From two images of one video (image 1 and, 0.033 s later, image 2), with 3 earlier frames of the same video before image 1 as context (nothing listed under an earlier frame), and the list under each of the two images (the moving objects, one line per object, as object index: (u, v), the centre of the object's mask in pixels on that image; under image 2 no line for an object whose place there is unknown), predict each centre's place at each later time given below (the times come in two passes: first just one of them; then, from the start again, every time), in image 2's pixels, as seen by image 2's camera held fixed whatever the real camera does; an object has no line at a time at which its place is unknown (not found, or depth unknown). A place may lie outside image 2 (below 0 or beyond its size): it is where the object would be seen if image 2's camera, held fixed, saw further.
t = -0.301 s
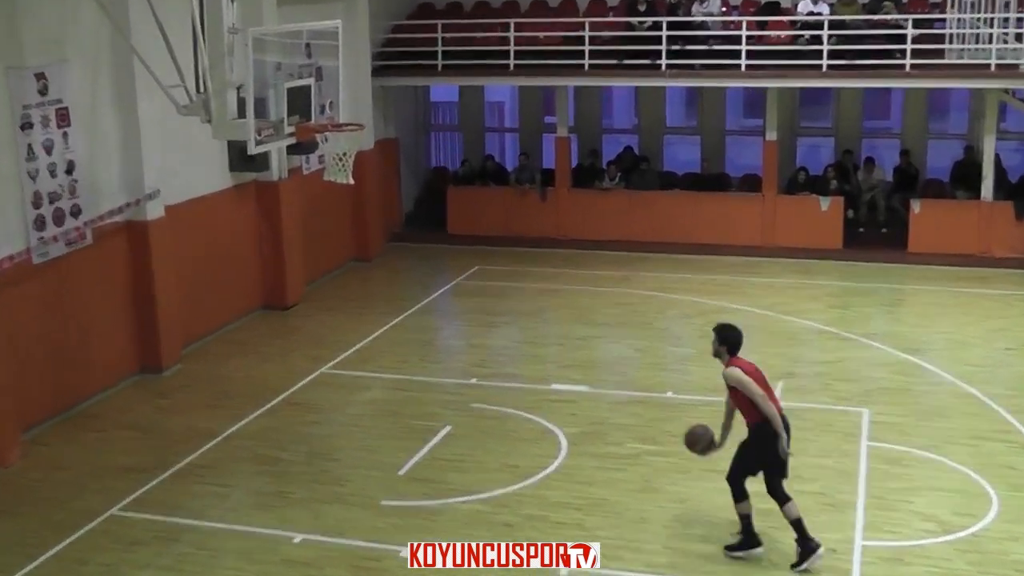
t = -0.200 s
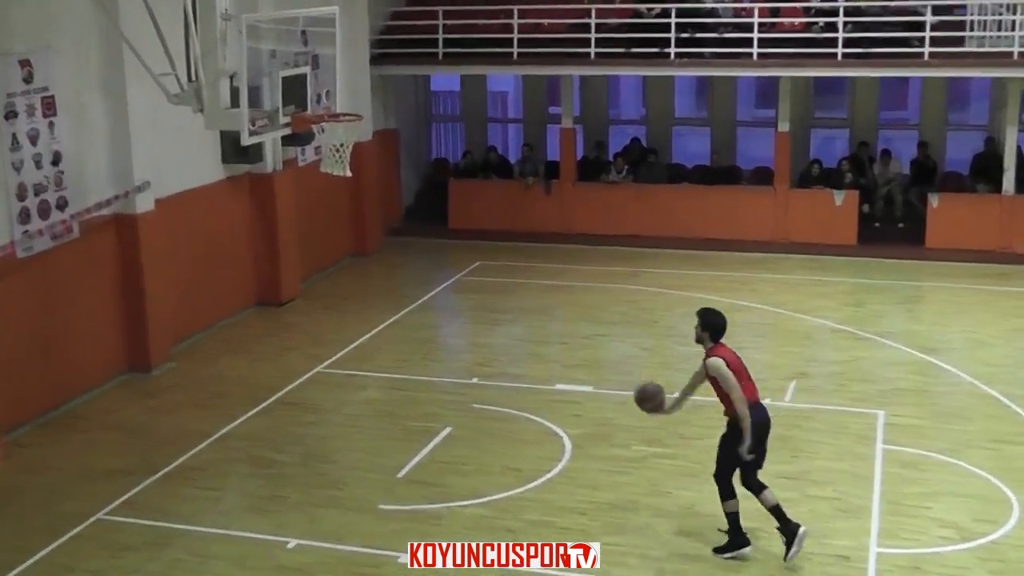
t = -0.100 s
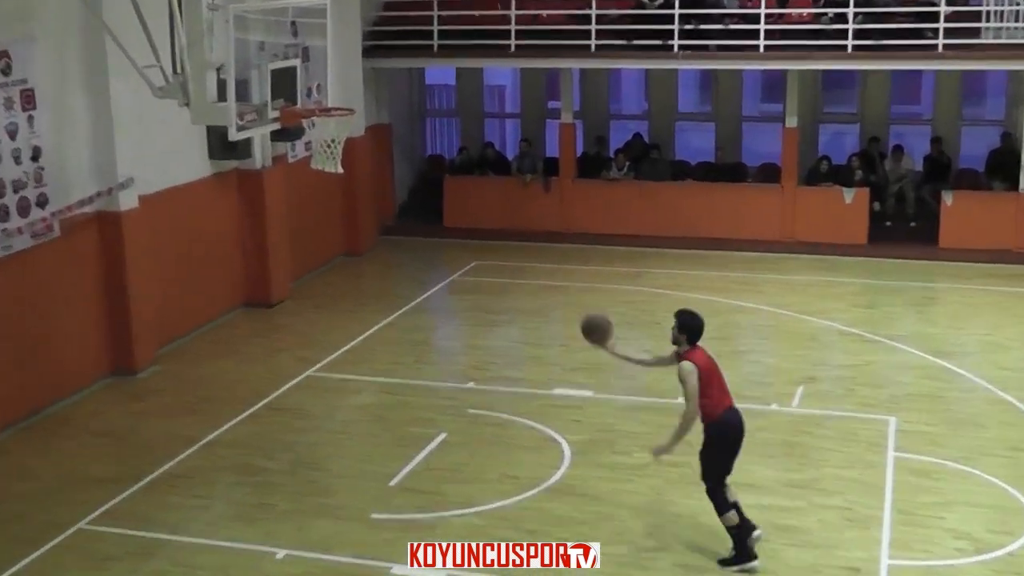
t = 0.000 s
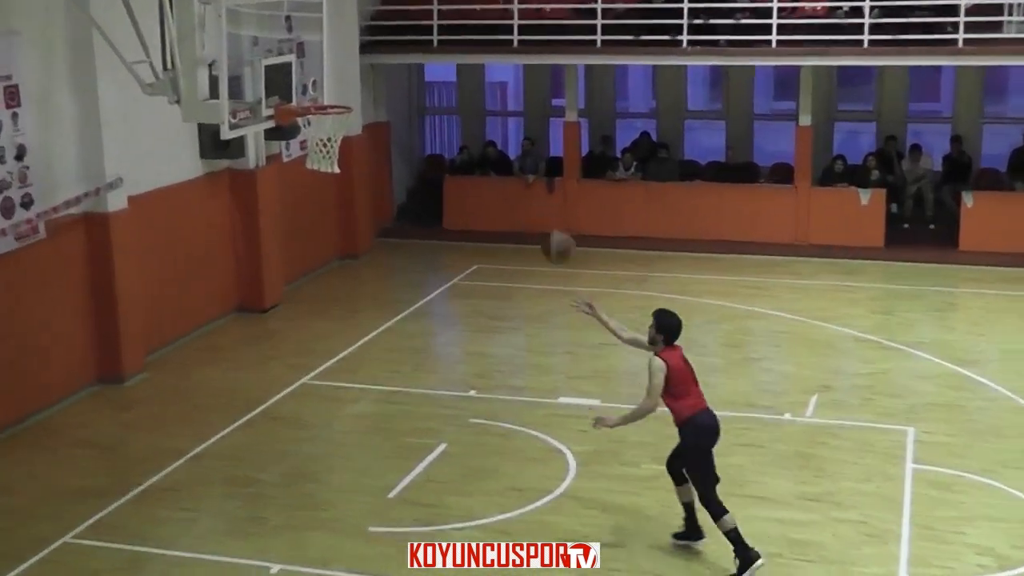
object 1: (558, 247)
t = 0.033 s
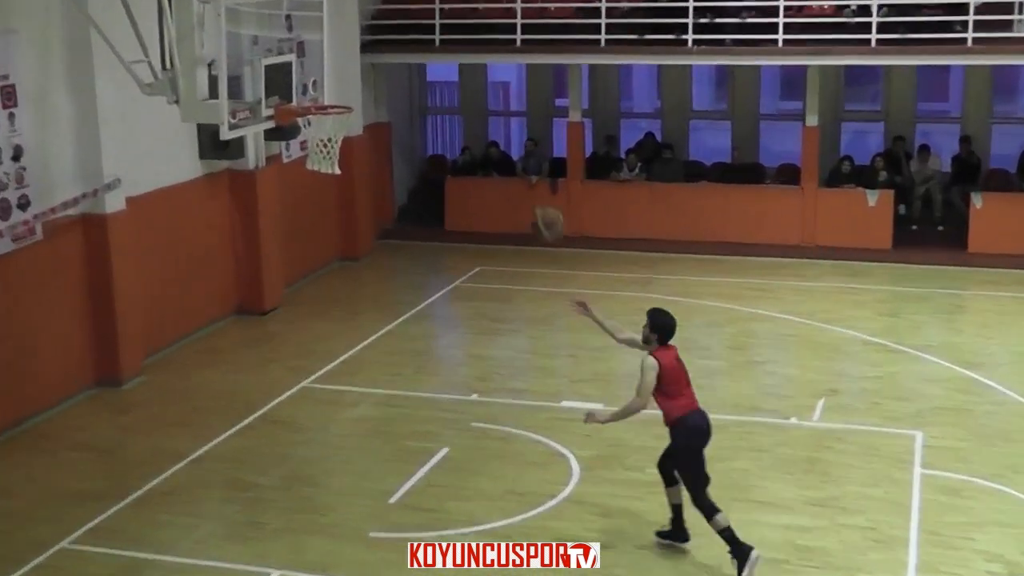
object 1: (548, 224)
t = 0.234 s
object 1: (464, 101)
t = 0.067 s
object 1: (533, 195)
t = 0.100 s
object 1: (520, 175)
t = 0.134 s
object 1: (506, 158)
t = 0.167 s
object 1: (492, 137)
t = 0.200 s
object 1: (478, 117)
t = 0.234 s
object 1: (464, 101)
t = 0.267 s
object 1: (451, 87)
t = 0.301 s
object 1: (438, 73)
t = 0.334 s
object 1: (425, 62)
